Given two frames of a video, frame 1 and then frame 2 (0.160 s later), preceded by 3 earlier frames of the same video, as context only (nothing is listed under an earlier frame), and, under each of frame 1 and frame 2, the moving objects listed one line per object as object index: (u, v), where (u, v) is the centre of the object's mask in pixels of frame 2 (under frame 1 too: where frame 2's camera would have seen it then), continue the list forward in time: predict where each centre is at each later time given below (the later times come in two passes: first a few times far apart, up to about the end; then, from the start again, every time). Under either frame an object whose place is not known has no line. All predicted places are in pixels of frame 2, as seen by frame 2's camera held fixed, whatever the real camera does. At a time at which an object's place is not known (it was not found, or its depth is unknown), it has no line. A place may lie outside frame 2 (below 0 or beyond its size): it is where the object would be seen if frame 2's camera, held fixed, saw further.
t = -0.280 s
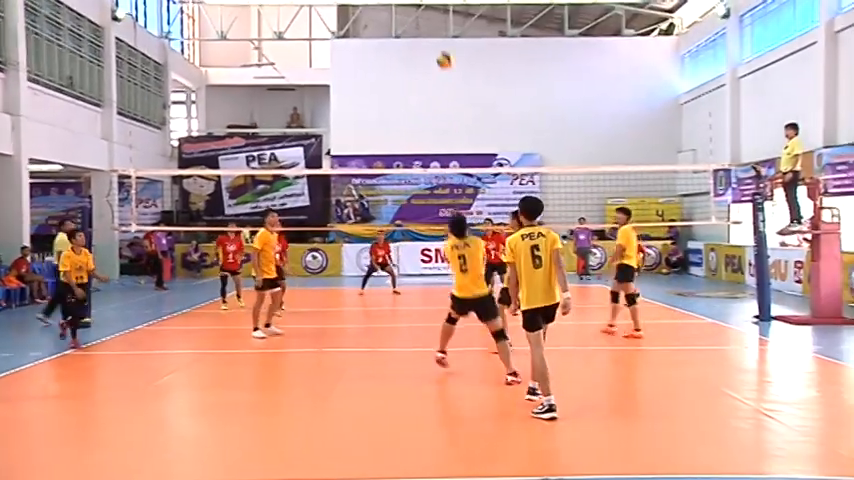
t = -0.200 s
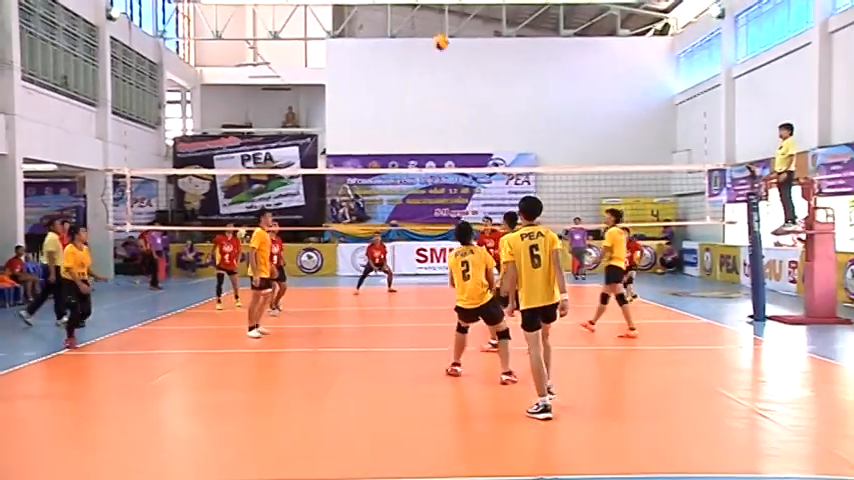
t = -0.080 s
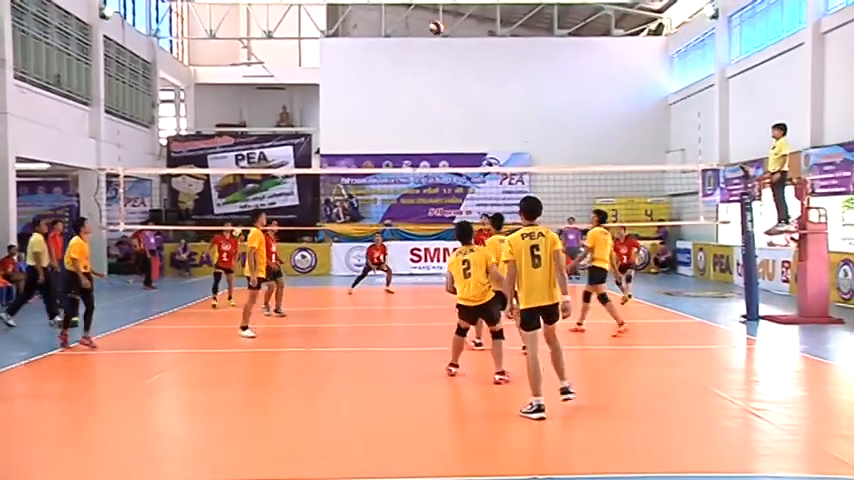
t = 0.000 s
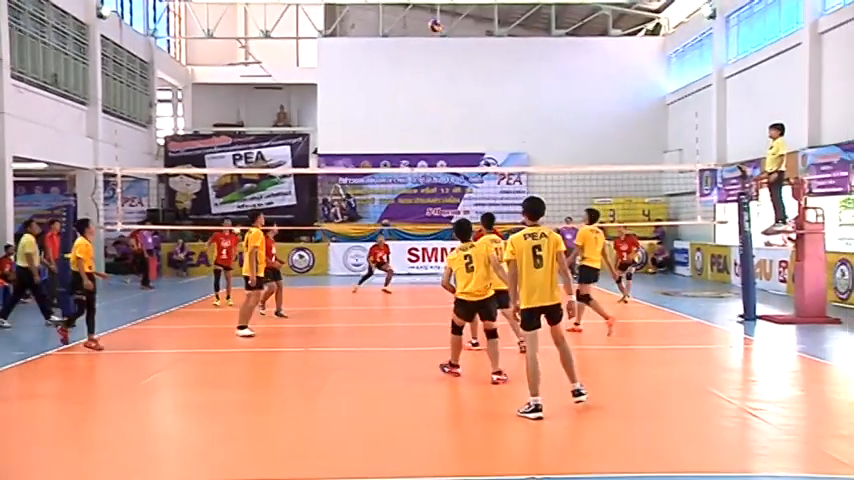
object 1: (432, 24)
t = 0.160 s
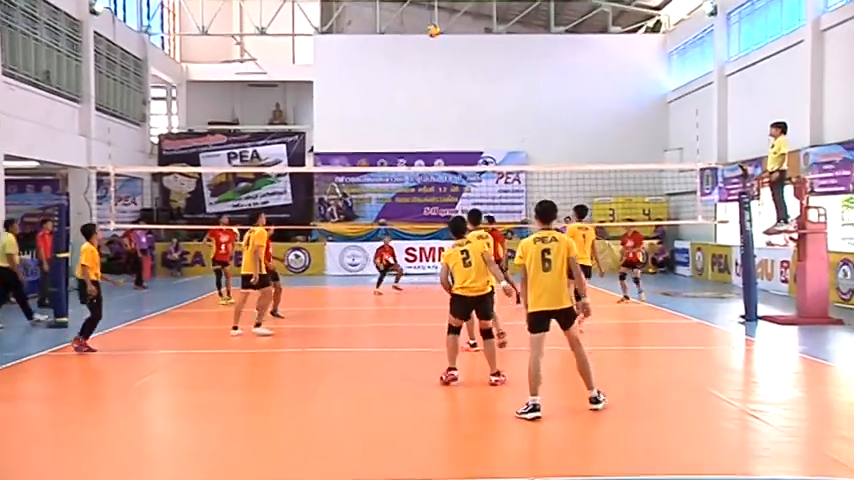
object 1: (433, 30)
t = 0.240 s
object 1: (433, 39)
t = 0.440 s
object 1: (434, 70)
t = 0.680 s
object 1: (434, 122)
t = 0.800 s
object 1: (436, 153)
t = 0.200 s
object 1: (433, 34)
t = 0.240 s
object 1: (433, 39)
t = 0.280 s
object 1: (432, 44)
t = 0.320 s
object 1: (433, 50)
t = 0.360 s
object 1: (433, 56)
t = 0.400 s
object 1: (434, 62)
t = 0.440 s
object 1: (434, 70)
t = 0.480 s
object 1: (434, 77)
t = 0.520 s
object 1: (434, 85)
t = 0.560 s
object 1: (435, 94)
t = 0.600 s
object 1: (435, 103)
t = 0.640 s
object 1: (435, 112)
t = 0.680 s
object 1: (434, 122)
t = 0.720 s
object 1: (434, 132)
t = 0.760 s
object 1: (435, 142)
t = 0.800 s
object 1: (436, 153)
